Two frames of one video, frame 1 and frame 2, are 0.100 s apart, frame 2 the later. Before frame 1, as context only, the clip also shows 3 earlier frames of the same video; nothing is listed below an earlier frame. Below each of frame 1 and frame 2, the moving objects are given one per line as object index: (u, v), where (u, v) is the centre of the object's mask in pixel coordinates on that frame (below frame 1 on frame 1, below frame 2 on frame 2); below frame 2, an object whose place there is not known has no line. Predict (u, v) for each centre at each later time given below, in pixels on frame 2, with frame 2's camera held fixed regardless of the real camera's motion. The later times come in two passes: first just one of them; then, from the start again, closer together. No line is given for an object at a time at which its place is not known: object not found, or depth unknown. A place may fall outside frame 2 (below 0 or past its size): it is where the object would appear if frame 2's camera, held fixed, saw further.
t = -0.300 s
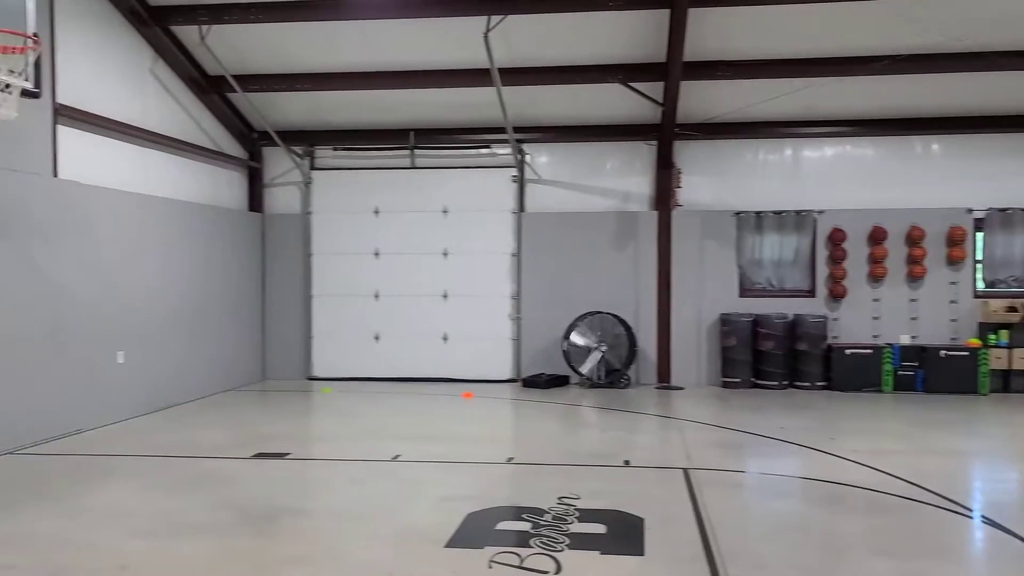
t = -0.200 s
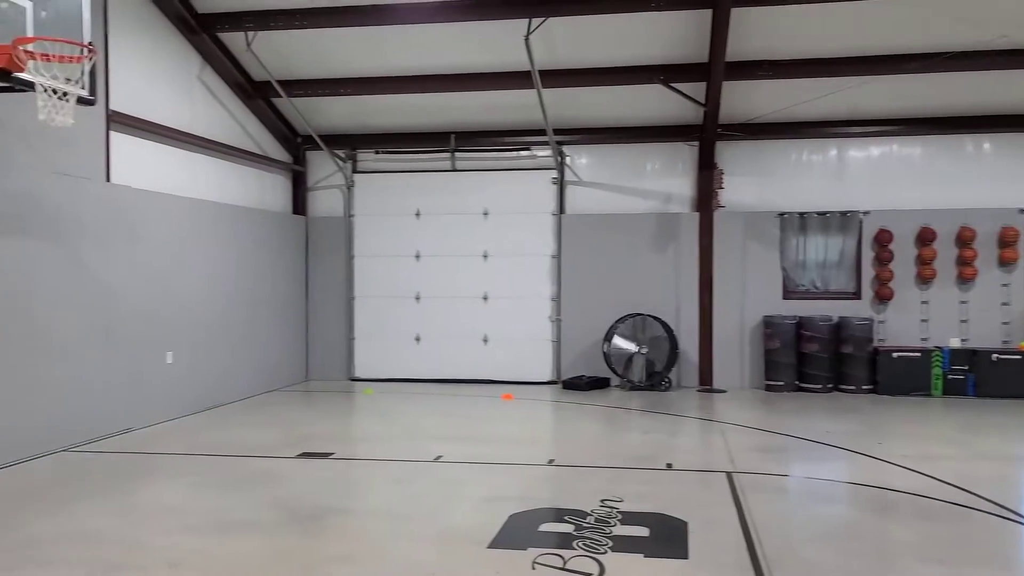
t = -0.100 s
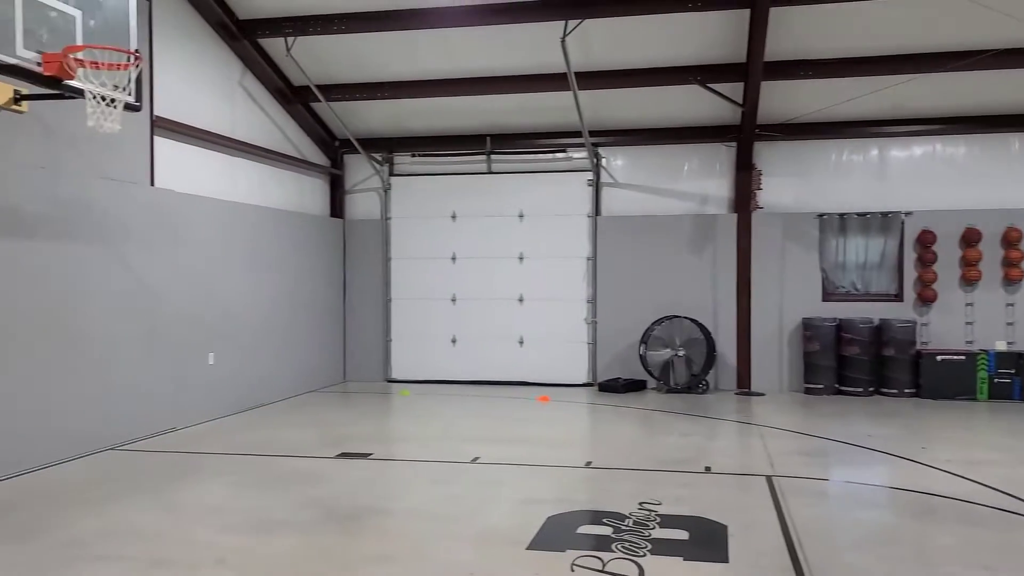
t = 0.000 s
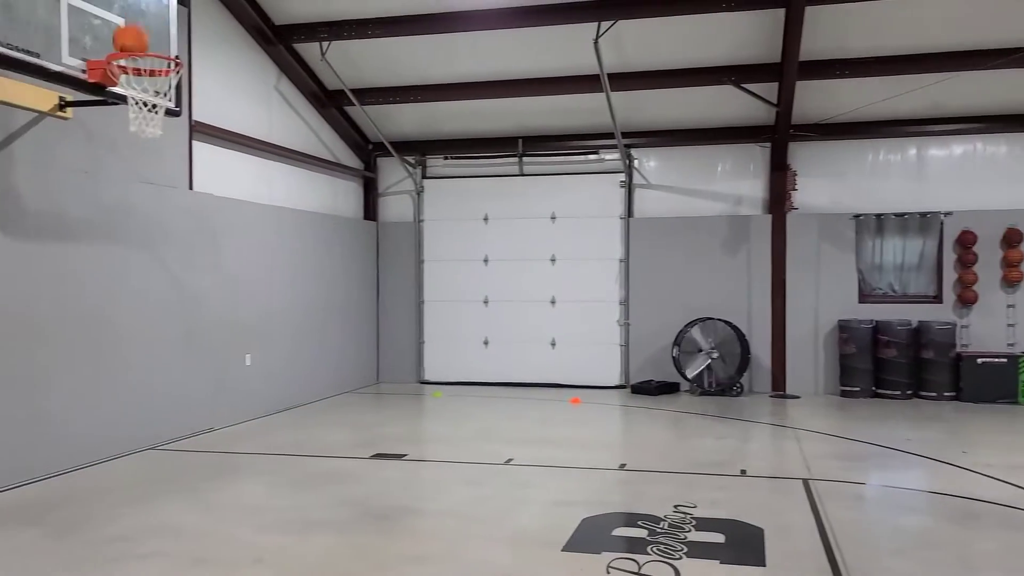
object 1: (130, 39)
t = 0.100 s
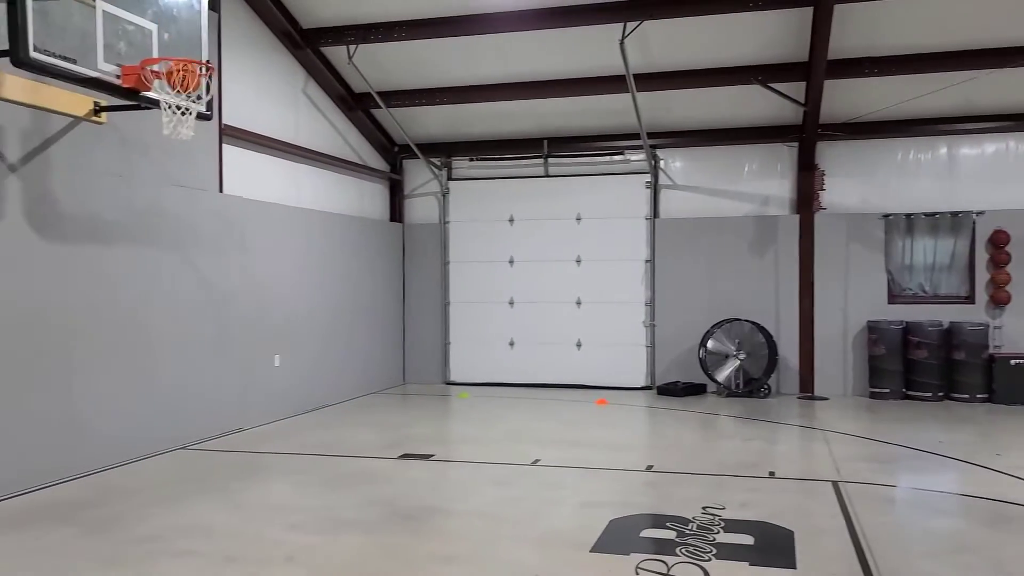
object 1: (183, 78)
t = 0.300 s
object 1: (142, 106)
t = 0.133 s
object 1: (164, 83)
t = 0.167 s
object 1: (149, 83)
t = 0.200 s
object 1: (142, 87)
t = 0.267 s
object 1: (143, 104)
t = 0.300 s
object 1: (142, 106)
